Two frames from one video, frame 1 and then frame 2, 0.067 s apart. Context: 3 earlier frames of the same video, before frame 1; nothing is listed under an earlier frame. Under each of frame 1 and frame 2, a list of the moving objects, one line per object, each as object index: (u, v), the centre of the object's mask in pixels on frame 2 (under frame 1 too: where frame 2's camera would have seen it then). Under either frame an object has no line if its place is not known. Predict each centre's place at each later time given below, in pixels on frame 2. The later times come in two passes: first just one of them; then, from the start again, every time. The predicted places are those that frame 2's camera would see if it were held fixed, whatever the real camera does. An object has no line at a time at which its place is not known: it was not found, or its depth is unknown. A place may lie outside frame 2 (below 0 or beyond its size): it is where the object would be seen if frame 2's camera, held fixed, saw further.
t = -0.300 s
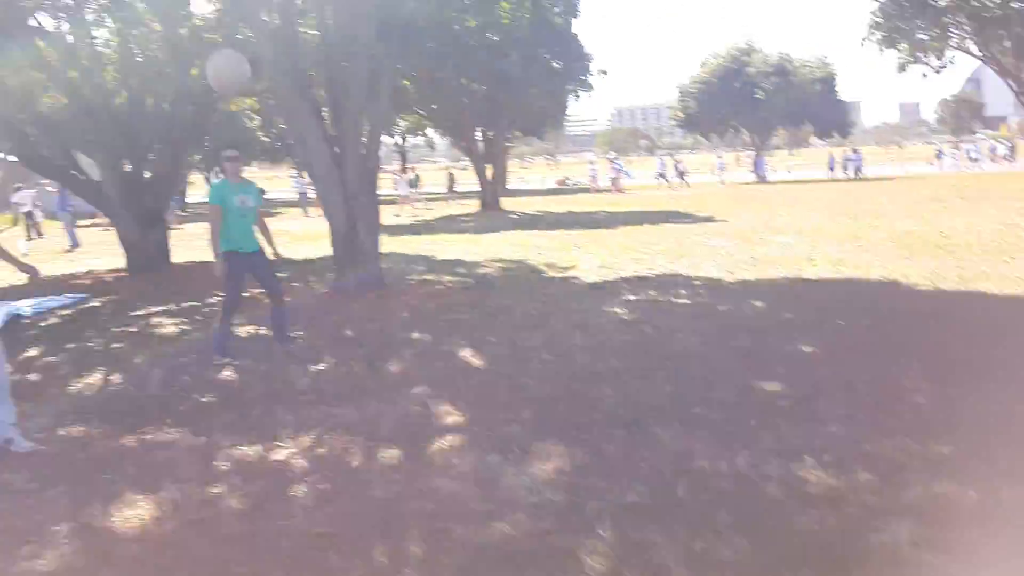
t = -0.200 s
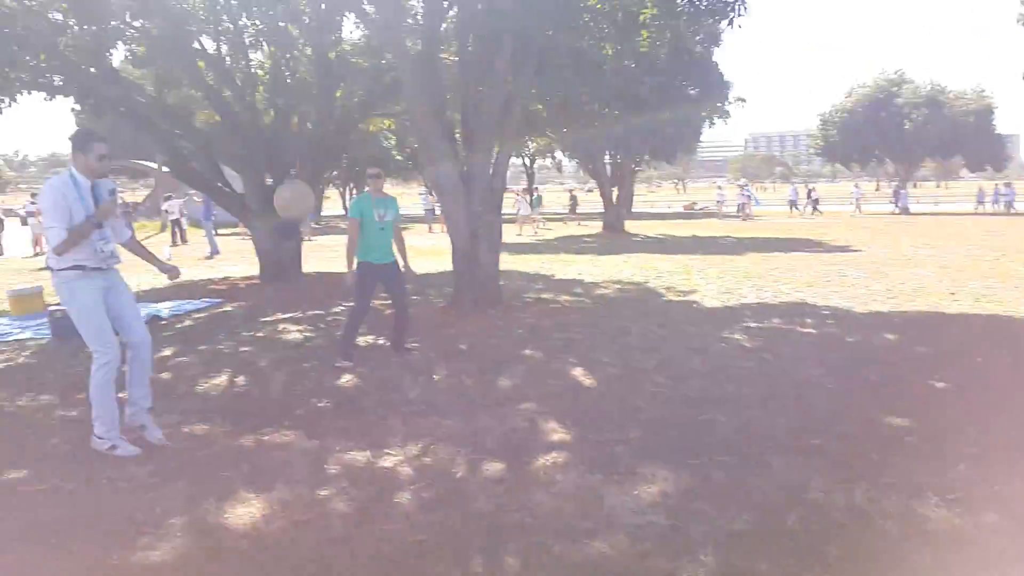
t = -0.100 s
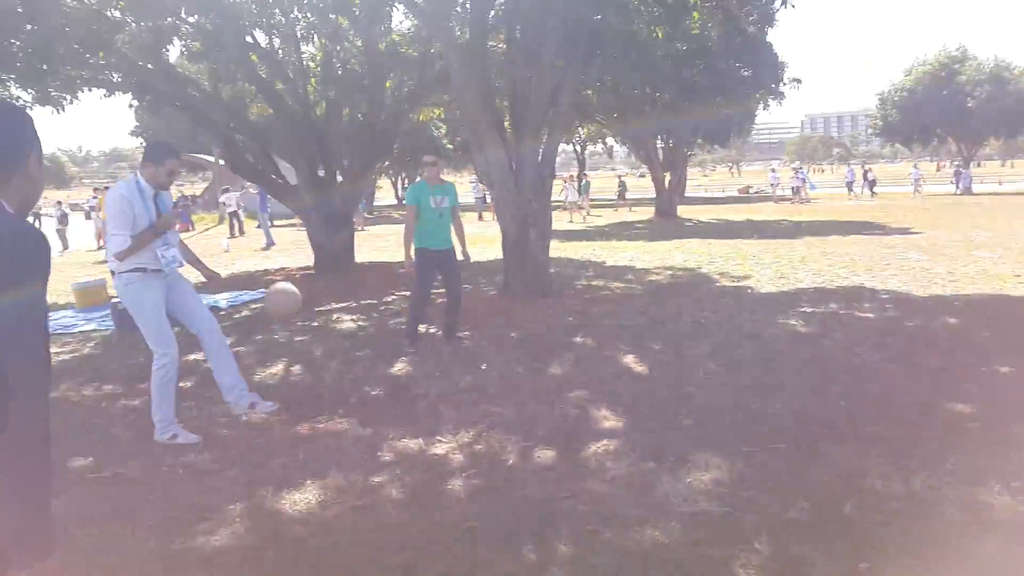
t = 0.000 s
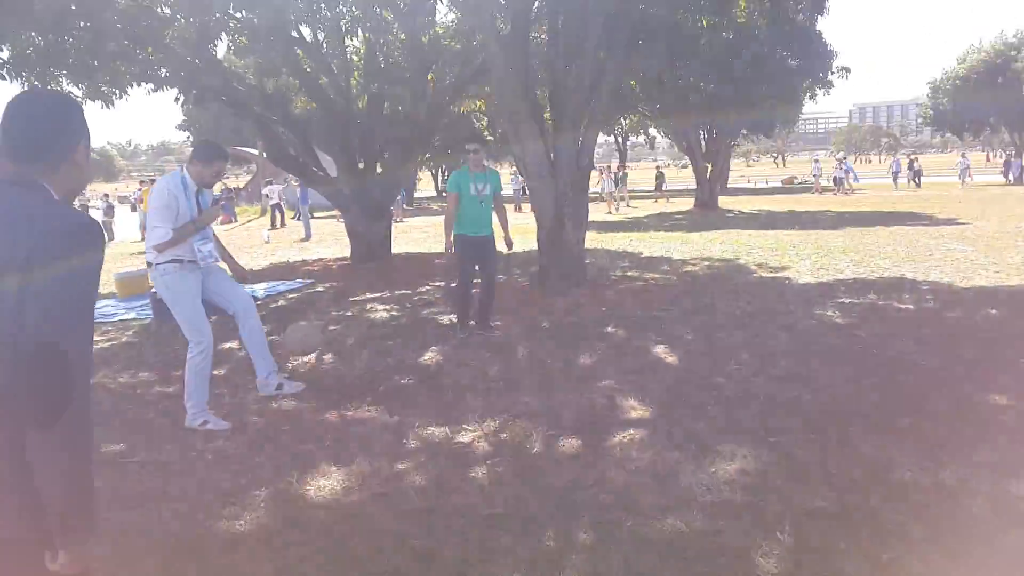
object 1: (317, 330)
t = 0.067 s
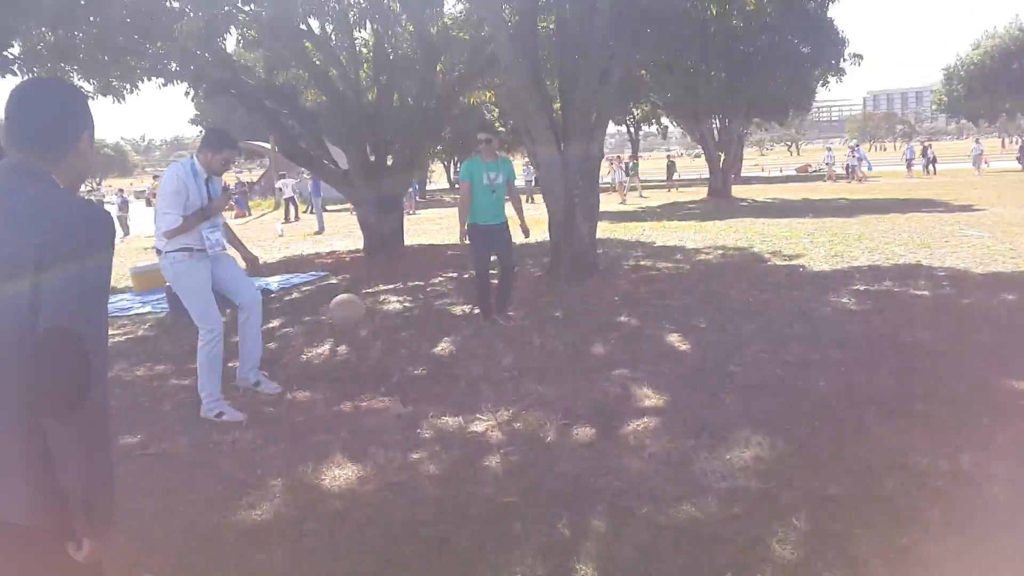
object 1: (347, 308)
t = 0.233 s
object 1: (430, 292)
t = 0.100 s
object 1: (362, 303)
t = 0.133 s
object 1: (379, 299)
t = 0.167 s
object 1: (395, 296)
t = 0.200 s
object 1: (413, 294)
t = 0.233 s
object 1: (430, 292)
